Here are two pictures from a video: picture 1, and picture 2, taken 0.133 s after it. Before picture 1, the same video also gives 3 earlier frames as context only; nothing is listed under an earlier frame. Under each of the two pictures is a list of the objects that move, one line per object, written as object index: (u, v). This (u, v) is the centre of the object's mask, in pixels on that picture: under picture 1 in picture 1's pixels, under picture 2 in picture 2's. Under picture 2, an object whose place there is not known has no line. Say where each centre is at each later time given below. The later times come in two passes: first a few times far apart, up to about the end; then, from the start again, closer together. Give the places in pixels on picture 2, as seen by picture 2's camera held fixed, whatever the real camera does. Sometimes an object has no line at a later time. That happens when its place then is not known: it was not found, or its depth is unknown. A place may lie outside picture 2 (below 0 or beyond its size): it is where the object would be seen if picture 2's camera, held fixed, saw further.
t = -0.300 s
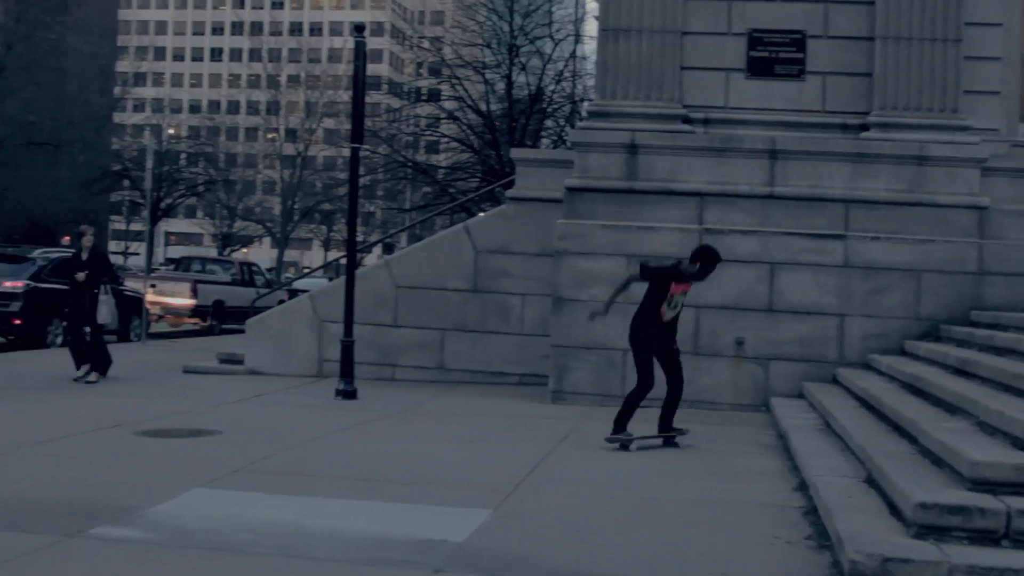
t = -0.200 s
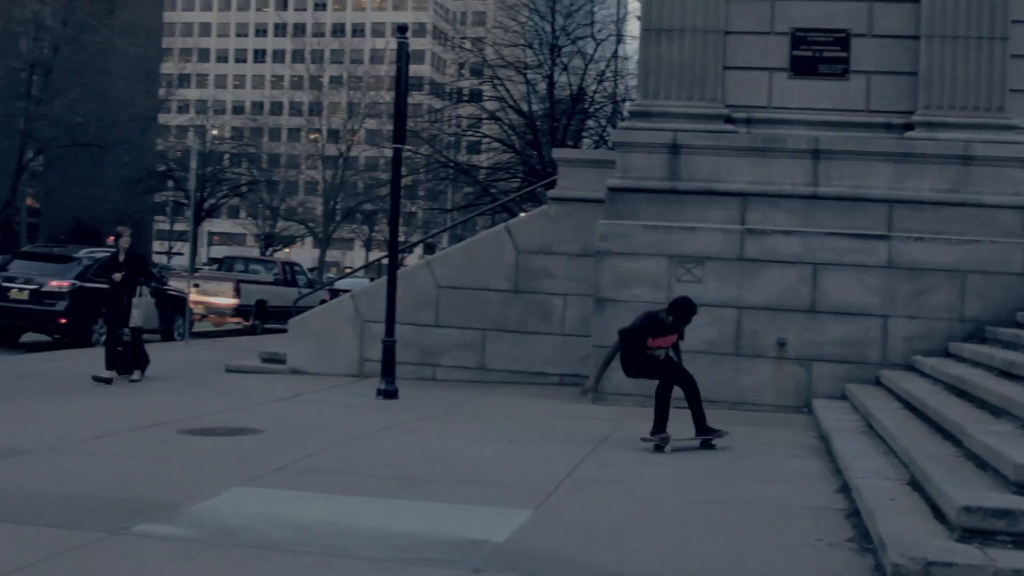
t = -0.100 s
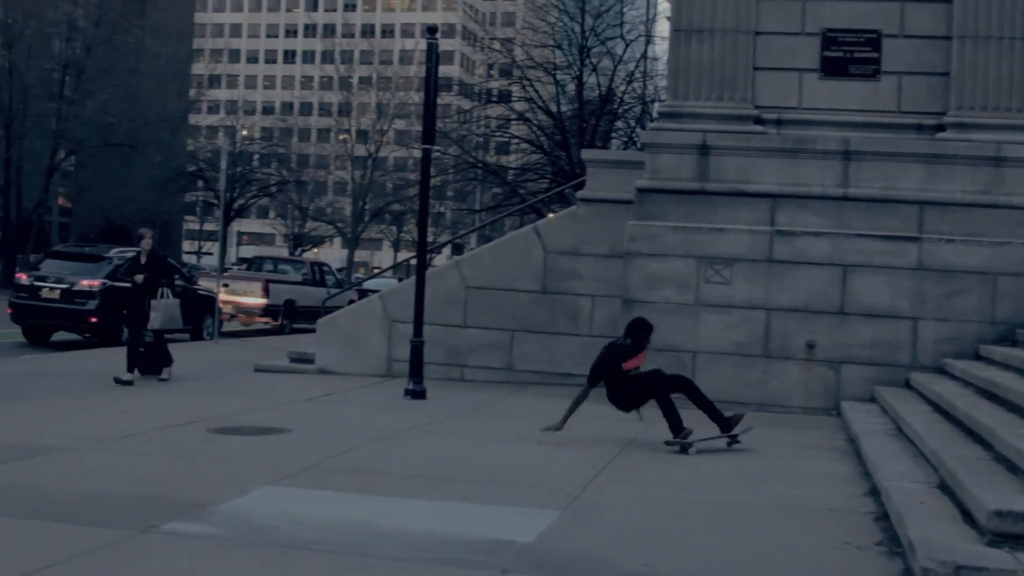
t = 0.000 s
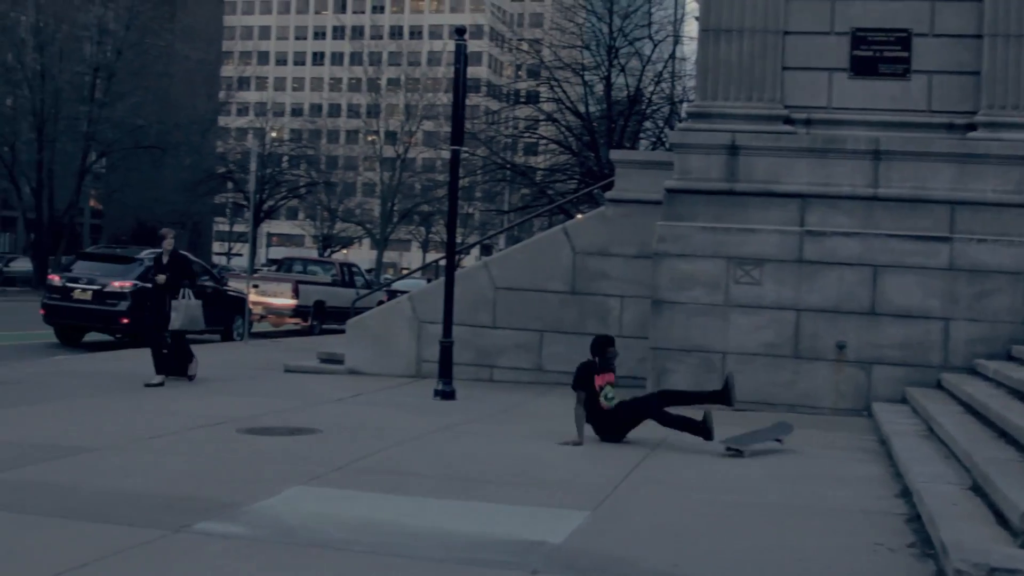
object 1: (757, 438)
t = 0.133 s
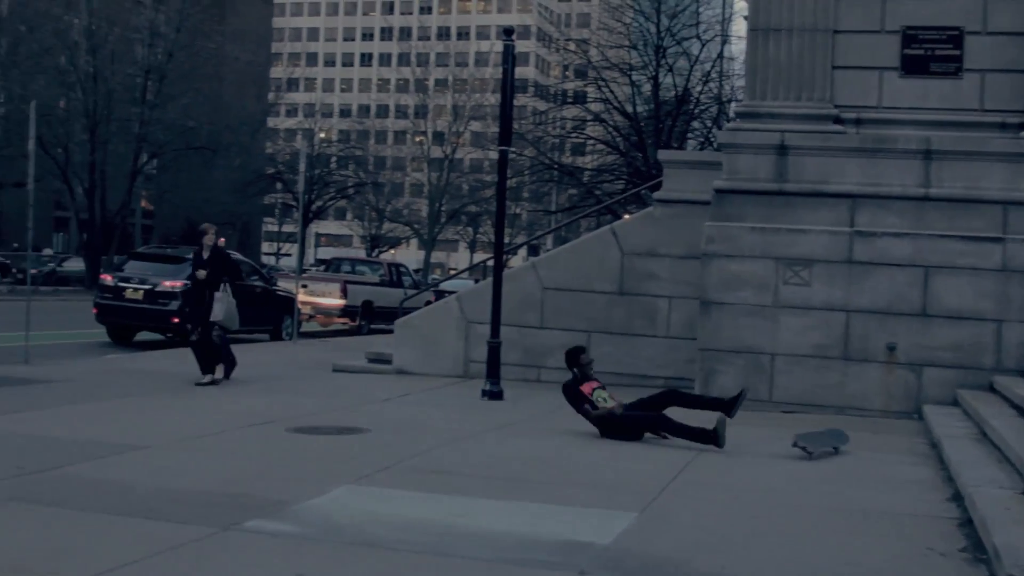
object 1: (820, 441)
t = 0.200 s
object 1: (821, 443)
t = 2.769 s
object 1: (830, 442)
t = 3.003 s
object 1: (829, 442)
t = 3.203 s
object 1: (831, 442)
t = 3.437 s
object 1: (832, 442)
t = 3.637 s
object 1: (832, 442)
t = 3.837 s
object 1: (833, 442)
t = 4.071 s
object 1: (833, 442)
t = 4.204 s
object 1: (833, 442)
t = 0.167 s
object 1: (821, 442)
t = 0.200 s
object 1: (821, 443)
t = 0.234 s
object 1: (820, 444)
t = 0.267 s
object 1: (819, 446)
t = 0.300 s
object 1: (819, 445)
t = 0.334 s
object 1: (819, 445)
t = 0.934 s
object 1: (826, 443)
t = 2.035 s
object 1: (829, 443)
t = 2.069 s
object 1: (830, 442)
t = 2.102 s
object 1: (829, 442)
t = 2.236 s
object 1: (829, 442)
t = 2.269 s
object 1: (829, 442)
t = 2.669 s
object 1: (830, 442)
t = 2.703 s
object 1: (830, 442)
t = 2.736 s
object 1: (830, 442)
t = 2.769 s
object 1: (830, 442)
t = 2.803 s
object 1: (830, 442)
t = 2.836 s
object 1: (830, 442)
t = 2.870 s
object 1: (830, 442)
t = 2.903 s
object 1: (829, 442)
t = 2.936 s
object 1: (829, 442)
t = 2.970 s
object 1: (829, 442)
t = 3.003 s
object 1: (829, 442)
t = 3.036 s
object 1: (830, 442)
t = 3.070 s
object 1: (830, 442)
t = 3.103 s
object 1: (830, 442)
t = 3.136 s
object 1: (831, 442)
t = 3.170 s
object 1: (831, 442)
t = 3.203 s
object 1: (831, 442)
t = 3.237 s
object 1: (831, 442)
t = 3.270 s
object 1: (831, 442)
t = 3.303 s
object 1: (831, 442)
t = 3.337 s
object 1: (831, 442)
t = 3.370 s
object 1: (832, 442)
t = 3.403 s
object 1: (832, 442)
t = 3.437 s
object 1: (832, 442)
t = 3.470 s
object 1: (832, 442)
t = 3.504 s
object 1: (832, 443)
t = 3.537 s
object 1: (832, 442)
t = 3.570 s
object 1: (832, 442)
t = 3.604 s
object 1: (832, 442)
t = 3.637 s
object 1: (832, 442)
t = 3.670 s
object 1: (831, 442)
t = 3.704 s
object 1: (831, 442)
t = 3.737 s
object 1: (832, 442)
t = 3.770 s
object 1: (832, 442)
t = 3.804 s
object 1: (833, 442)
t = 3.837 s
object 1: (833, 442)
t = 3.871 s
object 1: (833, 442)
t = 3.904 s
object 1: (833, 442)
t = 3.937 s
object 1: (834, 442)
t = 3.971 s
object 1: (834, 442)
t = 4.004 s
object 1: (833, 442)
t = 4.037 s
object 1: (833, 442)
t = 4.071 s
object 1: (833, 442)
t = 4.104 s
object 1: (833, 442)
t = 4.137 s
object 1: (833, 442)
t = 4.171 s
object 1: (833, 442)
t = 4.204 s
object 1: (833, 442)
